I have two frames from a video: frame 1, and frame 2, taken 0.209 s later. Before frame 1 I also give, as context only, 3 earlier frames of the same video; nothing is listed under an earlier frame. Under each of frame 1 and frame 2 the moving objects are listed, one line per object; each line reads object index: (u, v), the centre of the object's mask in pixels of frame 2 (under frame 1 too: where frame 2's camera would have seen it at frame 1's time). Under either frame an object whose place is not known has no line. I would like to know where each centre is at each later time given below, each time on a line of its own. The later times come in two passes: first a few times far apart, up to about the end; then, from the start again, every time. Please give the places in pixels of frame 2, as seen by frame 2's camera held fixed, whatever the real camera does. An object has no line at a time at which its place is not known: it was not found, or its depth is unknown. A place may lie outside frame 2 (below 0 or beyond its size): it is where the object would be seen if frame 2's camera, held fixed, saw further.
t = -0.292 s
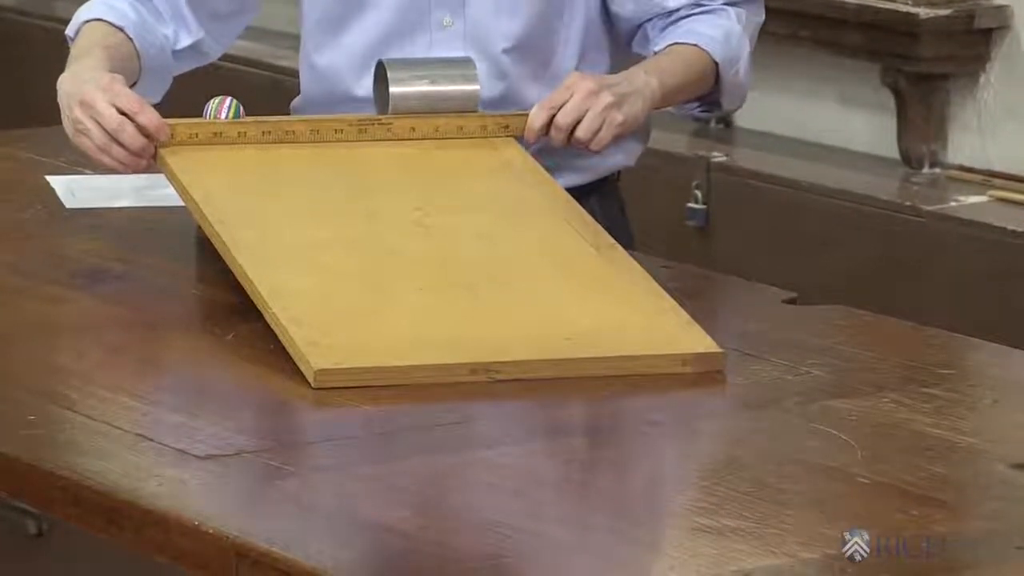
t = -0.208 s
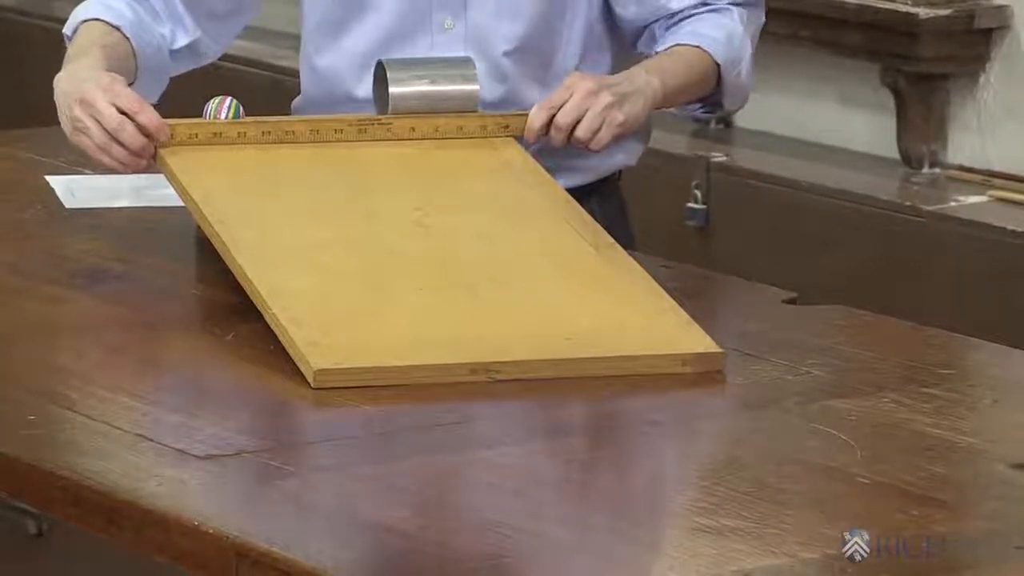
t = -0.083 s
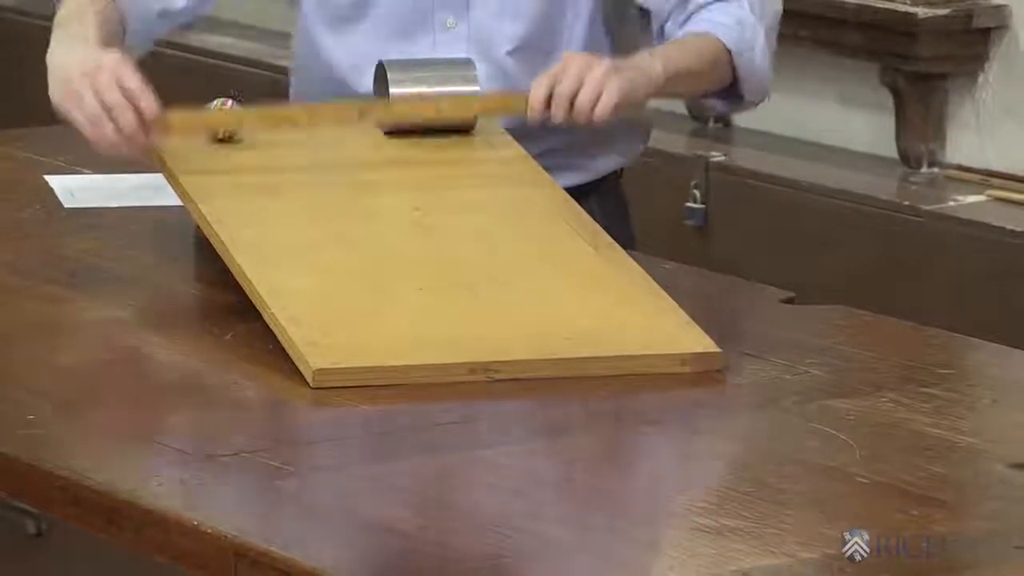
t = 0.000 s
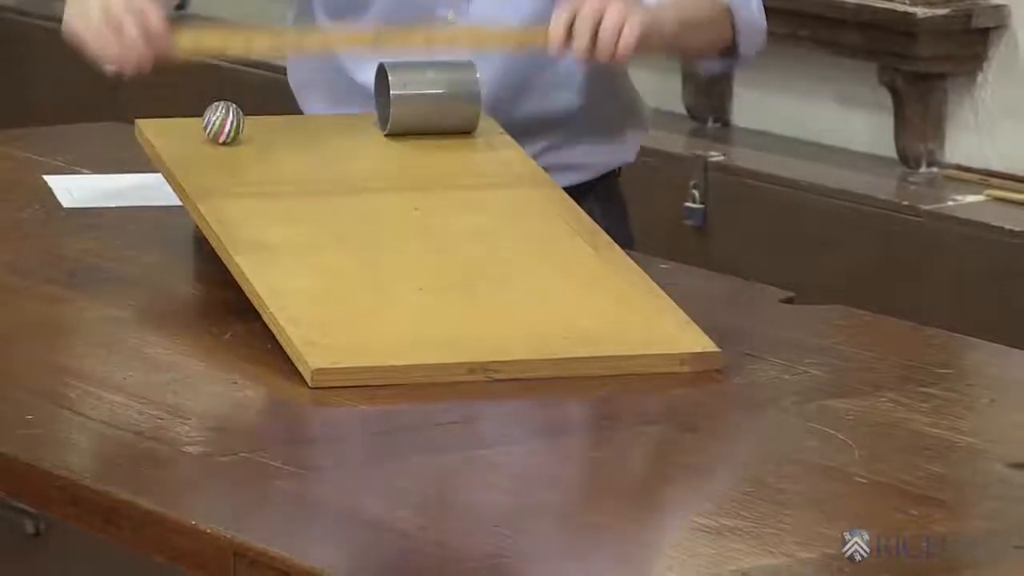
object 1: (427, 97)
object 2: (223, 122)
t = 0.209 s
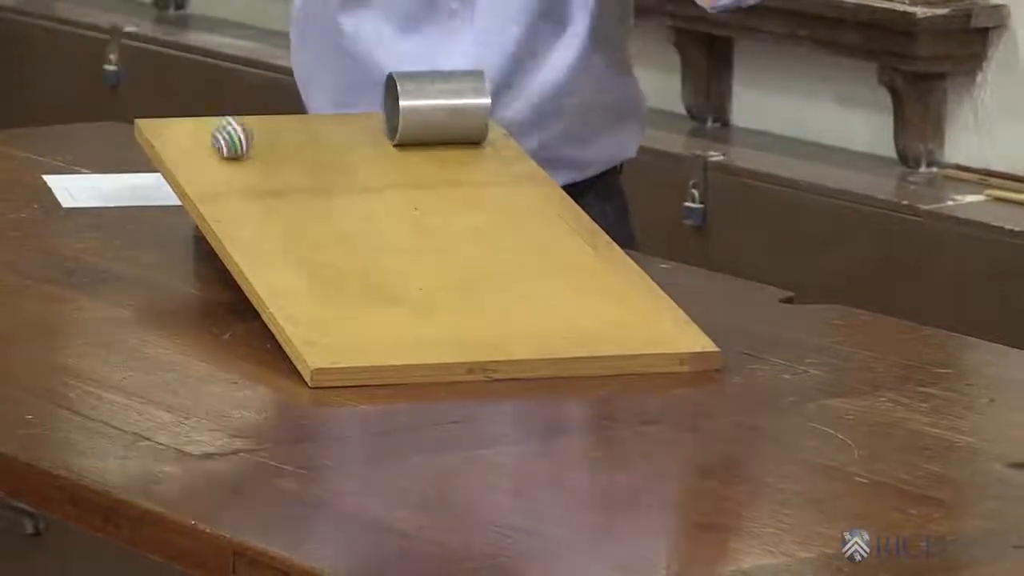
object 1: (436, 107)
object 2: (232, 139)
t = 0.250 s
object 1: (439, 110)
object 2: (236, 143)
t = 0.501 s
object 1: (459, 133)
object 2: (258, 173)
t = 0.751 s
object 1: (492, 168)
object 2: (292, 224)
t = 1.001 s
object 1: (536, 214)
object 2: (343, 297)
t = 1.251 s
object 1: (596, 274)
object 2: (404, 374)
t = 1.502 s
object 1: (656, 360)
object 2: (472, 462)
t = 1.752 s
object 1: (706, 419)
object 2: (558, 536)
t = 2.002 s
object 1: (770, 487)
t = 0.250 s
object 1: (439, 110)
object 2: (236, 143)
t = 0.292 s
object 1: (442, 113)
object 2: (238, 146)
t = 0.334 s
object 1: (445, 117)
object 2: (243, 152)
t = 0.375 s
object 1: (448, 120)
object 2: (245, 156)
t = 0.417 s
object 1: (452, 124)
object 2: (249, 162)
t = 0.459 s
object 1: (456, 128)
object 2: (253, 168)
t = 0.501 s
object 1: (459, 133)
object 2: (258, 173)
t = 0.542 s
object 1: (464, 138)
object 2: (262, 183)
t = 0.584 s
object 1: (469, 143)
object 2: (268, 190)
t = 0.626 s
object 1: (475, 149)
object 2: (273, 198)
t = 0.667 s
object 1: (480, 154)
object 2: (281, 208)
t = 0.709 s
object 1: (485, 161)
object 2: (286, 216)
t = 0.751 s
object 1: (492, 168)
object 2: (292, 224)
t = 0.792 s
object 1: (499, 174)
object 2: (299, 236)
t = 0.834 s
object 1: (506, 181)
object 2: (308, 247)
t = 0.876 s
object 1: (513, 189)
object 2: (317, 260)
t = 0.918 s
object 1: (521, 196)
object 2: (324, 270)
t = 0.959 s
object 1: (528, 205)
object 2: (334, 282)
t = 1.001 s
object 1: (536, 214)
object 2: (343, 297)
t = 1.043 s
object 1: (546, 223)
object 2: (353, 310)
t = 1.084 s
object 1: (555, 232)
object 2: (362, 326)
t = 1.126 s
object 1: (565, 242)
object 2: (372, 341)
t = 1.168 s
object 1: (574, 252)
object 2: (383, 368)
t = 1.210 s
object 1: (585, 263)
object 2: (394, 367)
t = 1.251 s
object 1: (596, 274)
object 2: (404, 374)
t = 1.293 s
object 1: (607, 286)
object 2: (416, 402)
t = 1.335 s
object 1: (620, 299)
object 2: (427, 400)
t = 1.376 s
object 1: (632, 311)
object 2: (437, 414)
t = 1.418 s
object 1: (645, 335)
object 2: (450, 431)
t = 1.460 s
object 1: (651, 346)
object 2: (459, 434)
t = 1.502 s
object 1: (656, 360)
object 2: (472, 462)
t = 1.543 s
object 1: (661, 370)
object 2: (489, 463)
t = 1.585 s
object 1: (668, 379)
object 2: (500, 486)
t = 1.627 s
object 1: (677, 389)
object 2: (515, 493)
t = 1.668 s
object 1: (687, 399)
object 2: (530, 513)
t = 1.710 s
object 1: (696, 409)
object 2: (541, 522)
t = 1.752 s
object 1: (706, 419)
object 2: (558, 536)
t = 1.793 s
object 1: (716, 429)
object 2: (574, 557)
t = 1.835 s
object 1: (725, 441)
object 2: (587, 570)
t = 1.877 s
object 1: (736, 452)
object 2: (605, 584)
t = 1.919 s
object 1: (748, 464)
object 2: (621, 604)
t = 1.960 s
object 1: (758, 475)
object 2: (636, 619)
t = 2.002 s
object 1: (770, 487)
